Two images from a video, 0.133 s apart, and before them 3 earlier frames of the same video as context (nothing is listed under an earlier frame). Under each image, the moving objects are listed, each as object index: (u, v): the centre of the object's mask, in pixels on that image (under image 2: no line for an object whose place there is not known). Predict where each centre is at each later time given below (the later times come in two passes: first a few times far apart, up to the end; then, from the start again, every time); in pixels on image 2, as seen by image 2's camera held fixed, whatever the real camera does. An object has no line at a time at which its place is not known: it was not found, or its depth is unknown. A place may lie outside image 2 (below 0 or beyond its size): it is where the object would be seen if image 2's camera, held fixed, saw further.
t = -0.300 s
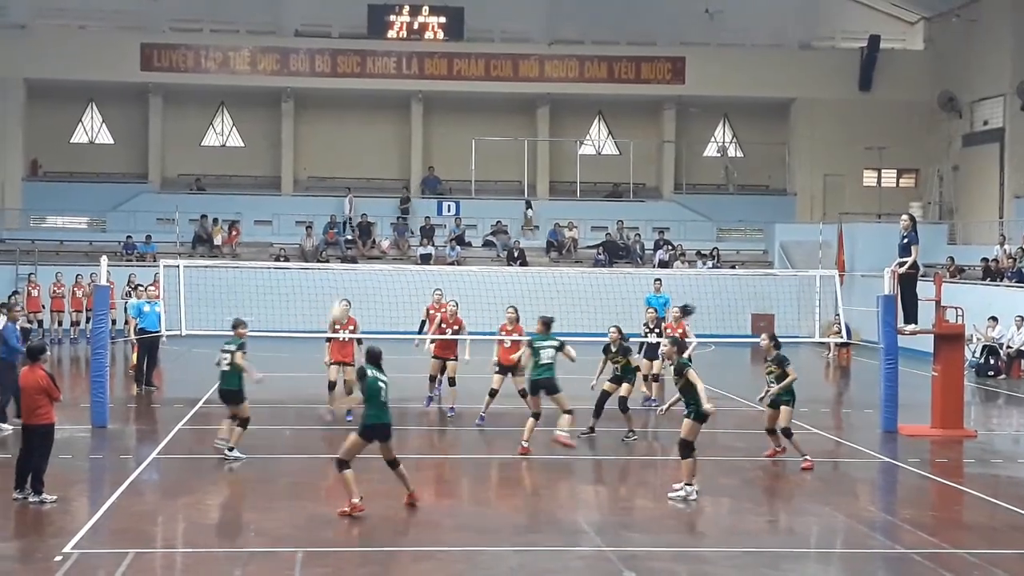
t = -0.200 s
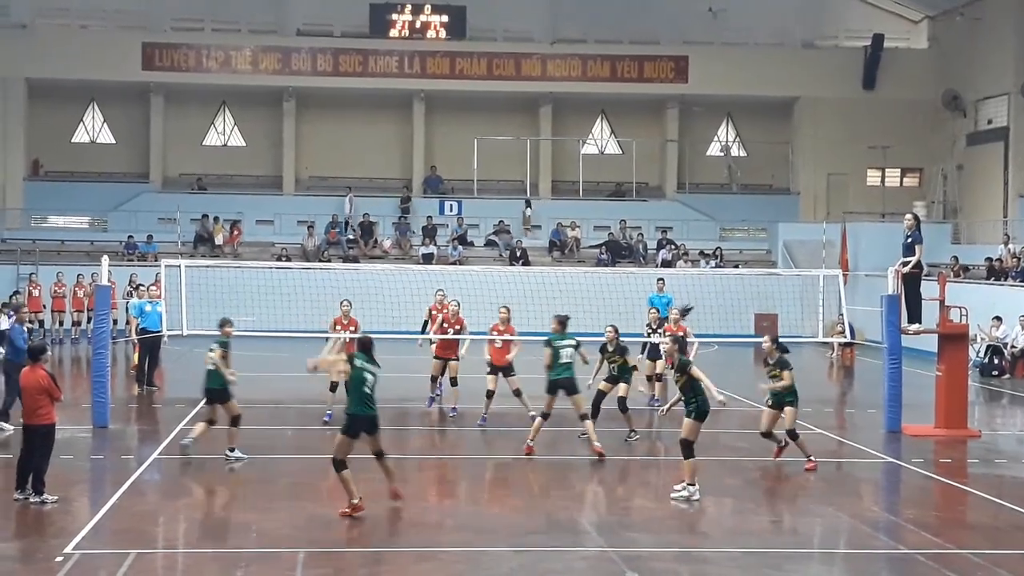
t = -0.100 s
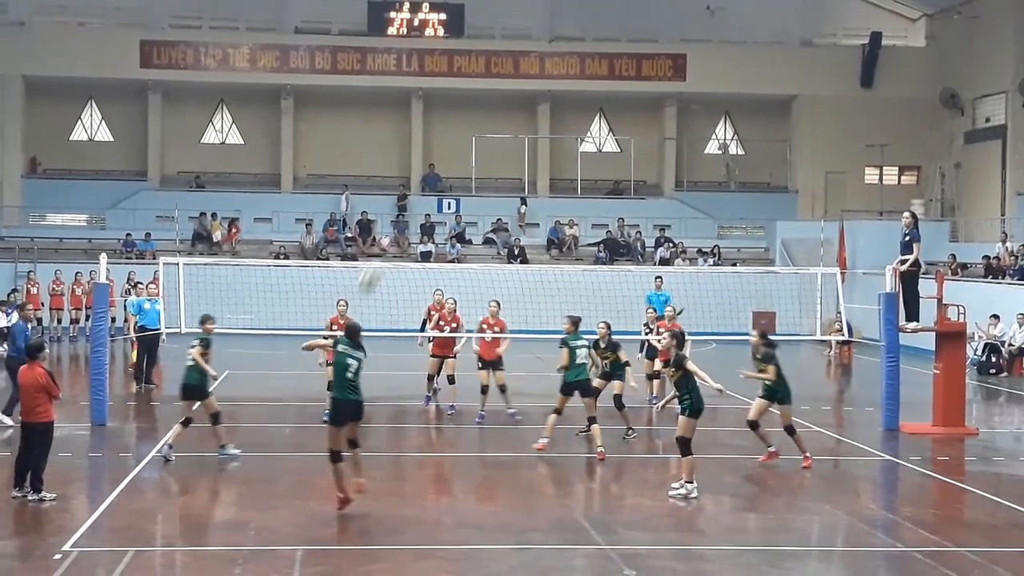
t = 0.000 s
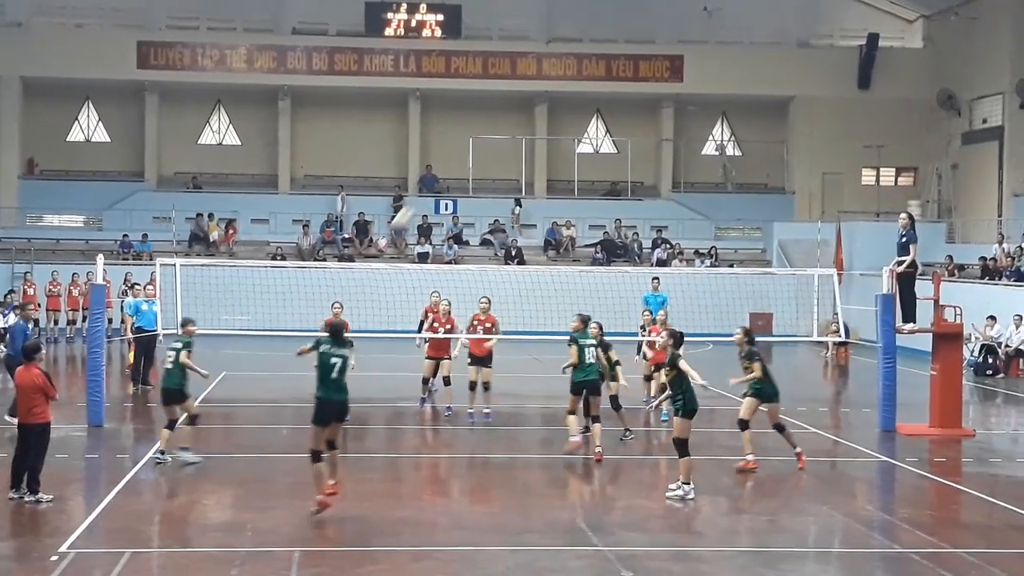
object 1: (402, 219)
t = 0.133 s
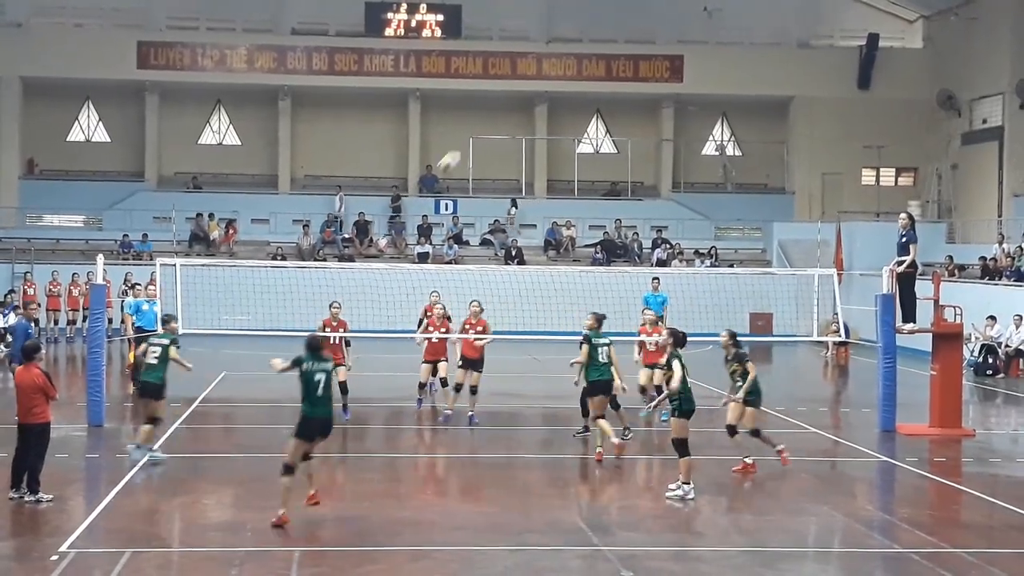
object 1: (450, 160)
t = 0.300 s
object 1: (505, 118)
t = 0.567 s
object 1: (581, 104)
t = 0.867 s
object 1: (659, 158)
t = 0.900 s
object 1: (667, 168)
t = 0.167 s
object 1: (460, 149)
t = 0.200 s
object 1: (472, 140)
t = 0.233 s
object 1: (483, 131)
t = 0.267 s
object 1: (494, 124)
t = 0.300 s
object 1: (505, 118)
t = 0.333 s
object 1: (514, 112)
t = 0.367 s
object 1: (524, 108)
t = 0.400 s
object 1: (534, 106)
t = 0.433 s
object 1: (544, 103)
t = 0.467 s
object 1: (554, 102)
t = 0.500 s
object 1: (563, 102)
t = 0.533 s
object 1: (572, 103)
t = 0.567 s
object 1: (581, 104)
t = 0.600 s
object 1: (590, 106)
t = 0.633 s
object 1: (600, 110)
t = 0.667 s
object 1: (609, 115)
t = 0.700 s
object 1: (617, 120)
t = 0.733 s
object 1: (626, 126)
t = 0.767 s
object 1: (634, 132)
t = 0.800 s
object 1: (643, 140)
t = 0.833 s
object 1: (651, 149)
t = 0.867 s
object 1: (659, 158)
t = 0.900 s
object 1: (667, 168)
